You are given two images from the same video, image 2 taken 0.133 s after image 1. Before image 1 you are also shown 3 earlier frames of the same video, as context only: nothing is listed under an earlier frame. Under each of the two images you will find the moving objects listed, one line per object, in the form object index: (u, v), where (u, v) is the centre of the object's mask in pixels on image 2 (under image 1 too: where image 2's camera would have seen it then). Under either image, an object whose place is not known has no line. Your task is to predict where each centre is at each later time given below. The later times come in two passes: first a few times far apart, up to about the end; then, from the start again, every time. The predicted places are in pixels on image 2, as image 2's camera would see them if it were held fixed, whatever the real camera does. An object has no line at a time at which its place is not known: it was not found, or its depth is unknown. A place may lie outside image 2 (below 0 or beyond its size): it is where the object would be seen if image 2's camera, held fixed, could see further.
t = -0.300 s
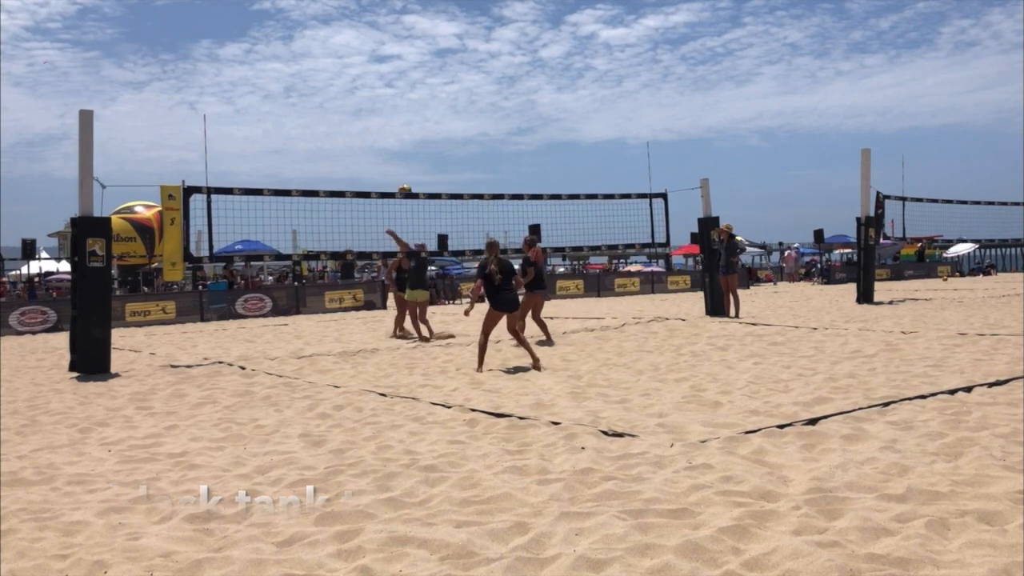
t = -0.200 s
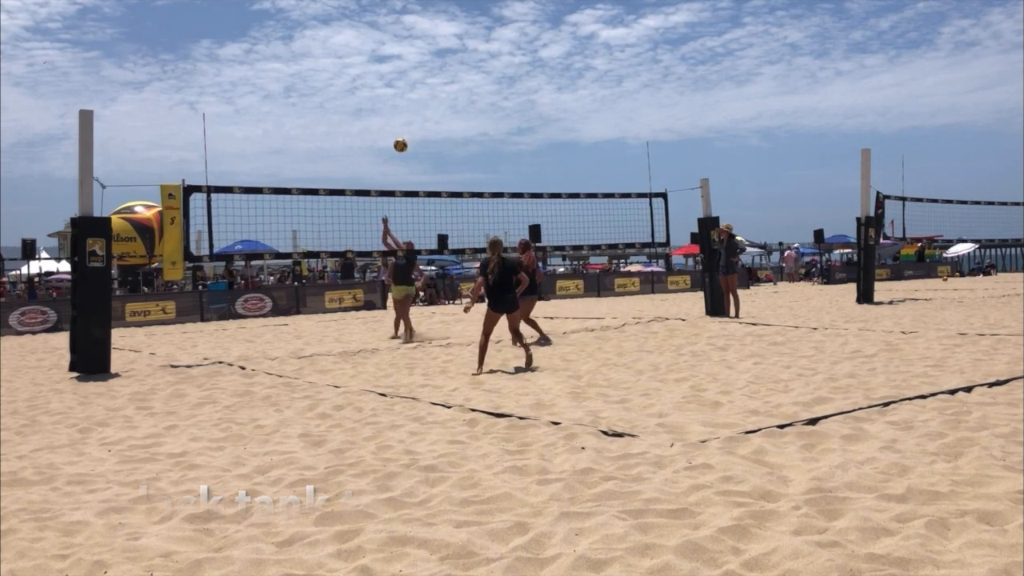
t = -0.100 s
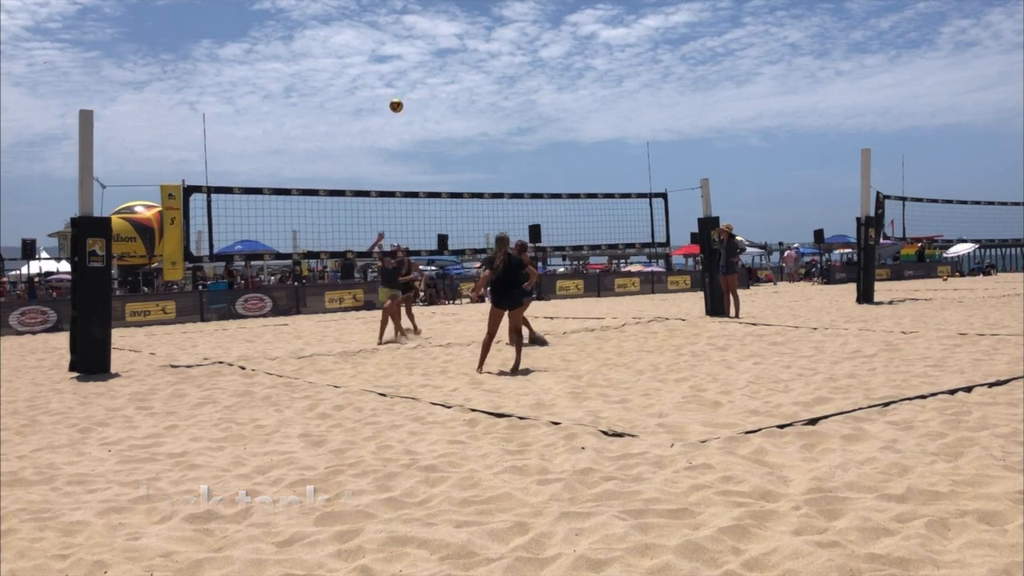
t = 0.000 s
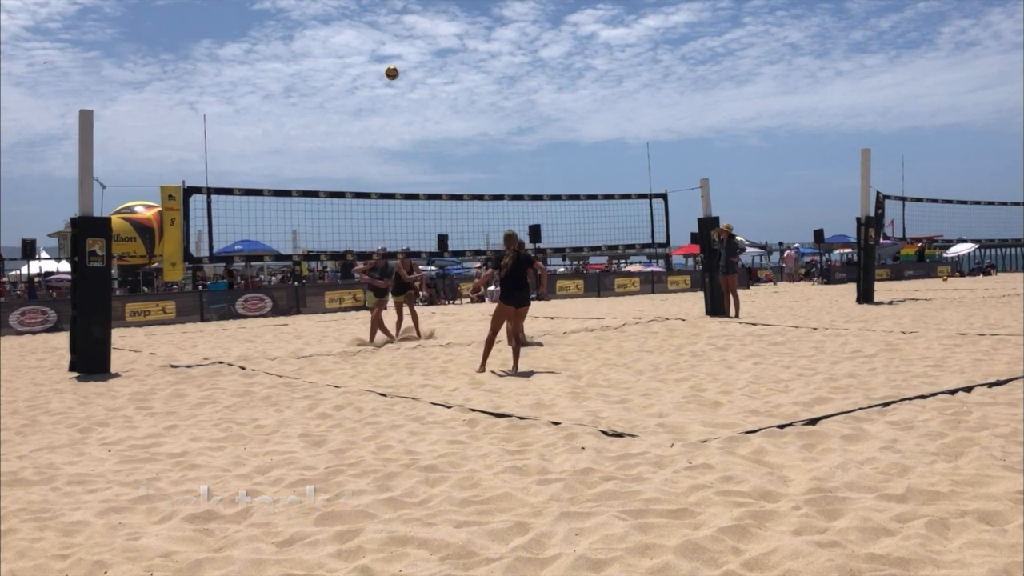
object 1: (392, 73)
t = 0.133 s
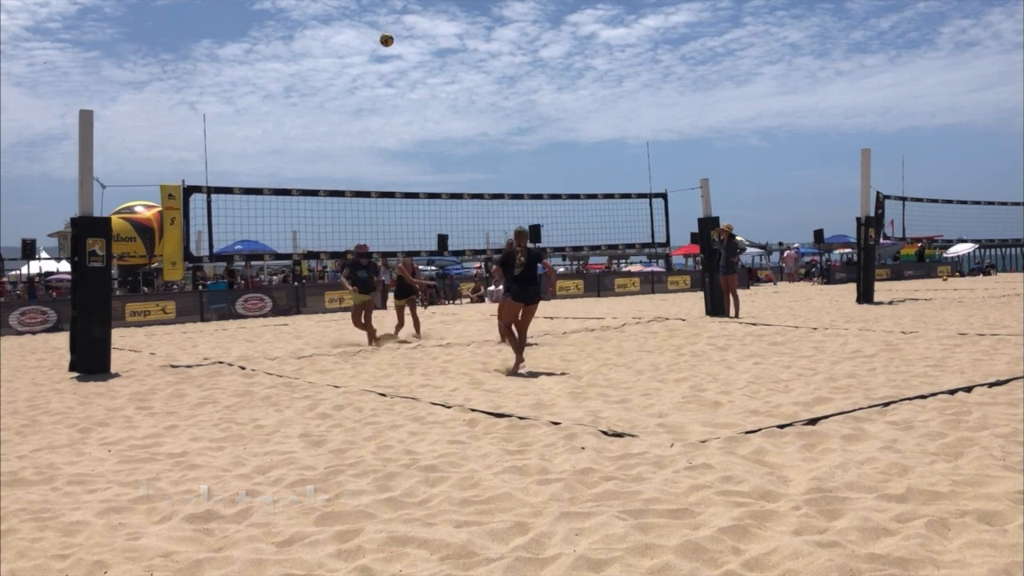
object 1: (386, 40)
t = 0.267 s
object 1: (381, 17)
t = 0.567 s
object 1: (372, 7)
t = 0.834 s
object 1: (364, 44)
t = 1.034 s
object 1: (359, 98)
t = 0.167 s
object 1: (385, 33)
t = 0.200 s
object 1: (384, 27)
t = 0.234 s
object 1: (382, 22)
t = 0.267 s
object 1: (381, 17)
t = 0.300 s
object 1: (380, 13)
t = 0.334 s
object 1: (379, 10)
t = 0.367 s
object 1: (378, 7)
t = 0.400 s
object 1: (377, 6)
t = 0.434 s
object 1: (376, 6)
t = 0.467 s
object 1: (375, 5)
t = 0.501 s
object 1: (374, 5)
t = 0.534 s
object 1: (373, 6)
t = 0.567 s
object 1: (372, 7)
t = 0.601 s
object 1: (371, 10)
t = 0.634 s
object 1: (370, 12)
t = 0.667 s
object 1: (369, 16)
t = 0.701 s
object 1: (368, 20)
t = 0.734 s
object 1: (367, 25)
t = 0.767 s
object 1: (366, 31)
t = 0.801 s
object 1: (365, 38)
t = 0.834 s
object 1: (364, 44)
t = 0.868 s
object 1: (364, 52)
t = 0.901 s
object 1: (363, 60)
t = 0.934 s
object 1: (362, 69)
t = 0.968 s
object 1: (361, 78)
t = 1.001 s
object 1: (360, 88)
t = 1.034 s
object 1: (359, 98)
